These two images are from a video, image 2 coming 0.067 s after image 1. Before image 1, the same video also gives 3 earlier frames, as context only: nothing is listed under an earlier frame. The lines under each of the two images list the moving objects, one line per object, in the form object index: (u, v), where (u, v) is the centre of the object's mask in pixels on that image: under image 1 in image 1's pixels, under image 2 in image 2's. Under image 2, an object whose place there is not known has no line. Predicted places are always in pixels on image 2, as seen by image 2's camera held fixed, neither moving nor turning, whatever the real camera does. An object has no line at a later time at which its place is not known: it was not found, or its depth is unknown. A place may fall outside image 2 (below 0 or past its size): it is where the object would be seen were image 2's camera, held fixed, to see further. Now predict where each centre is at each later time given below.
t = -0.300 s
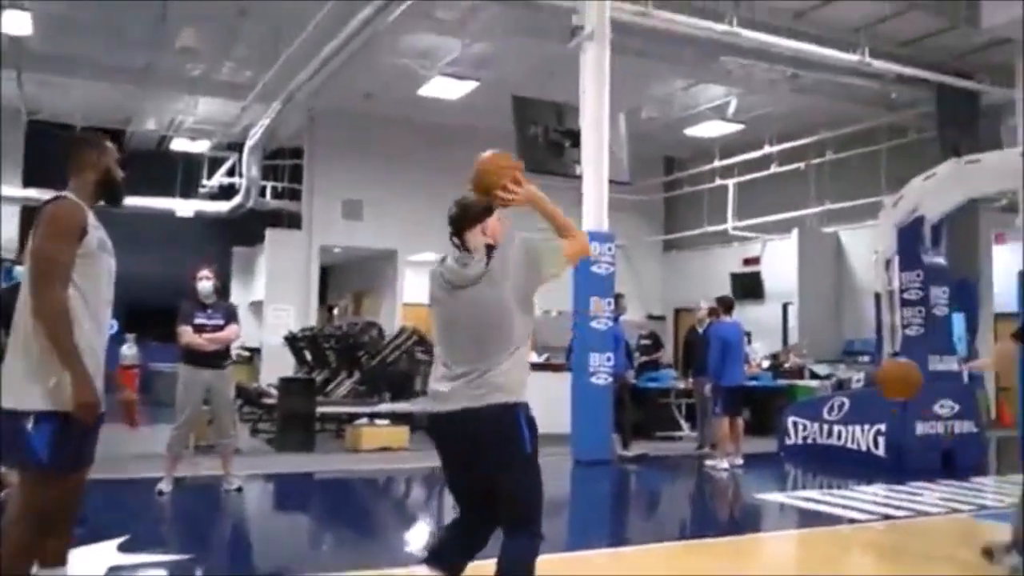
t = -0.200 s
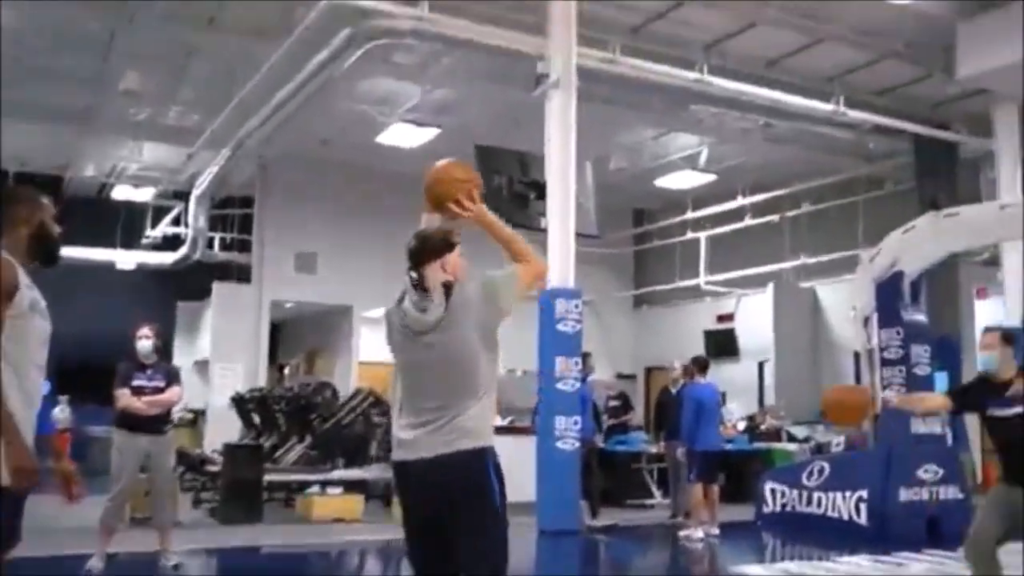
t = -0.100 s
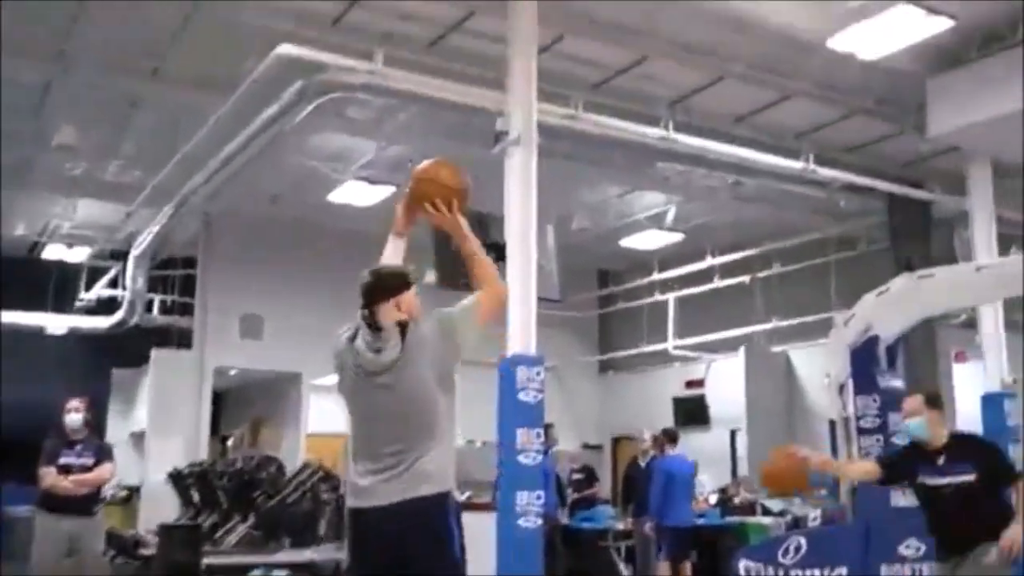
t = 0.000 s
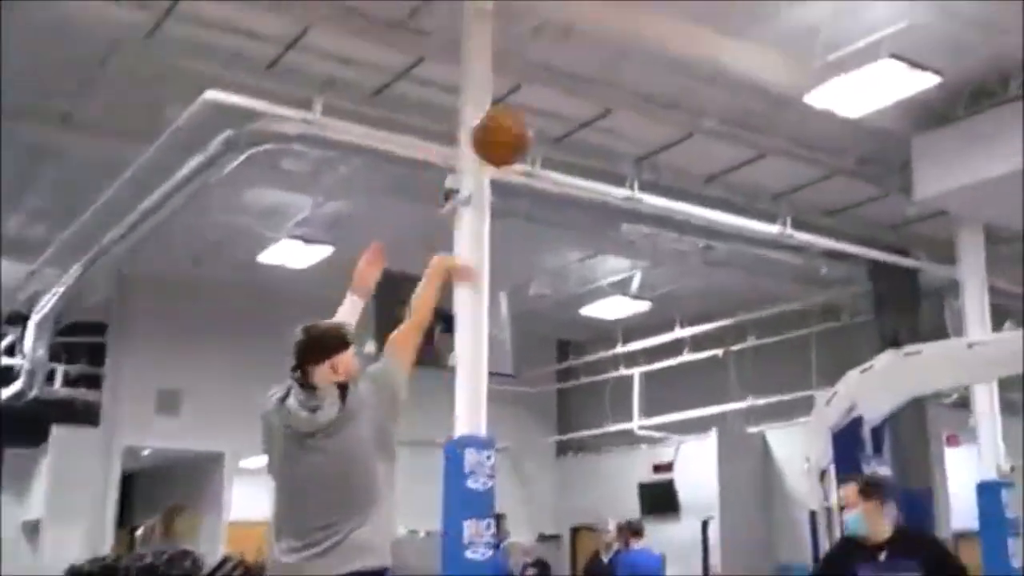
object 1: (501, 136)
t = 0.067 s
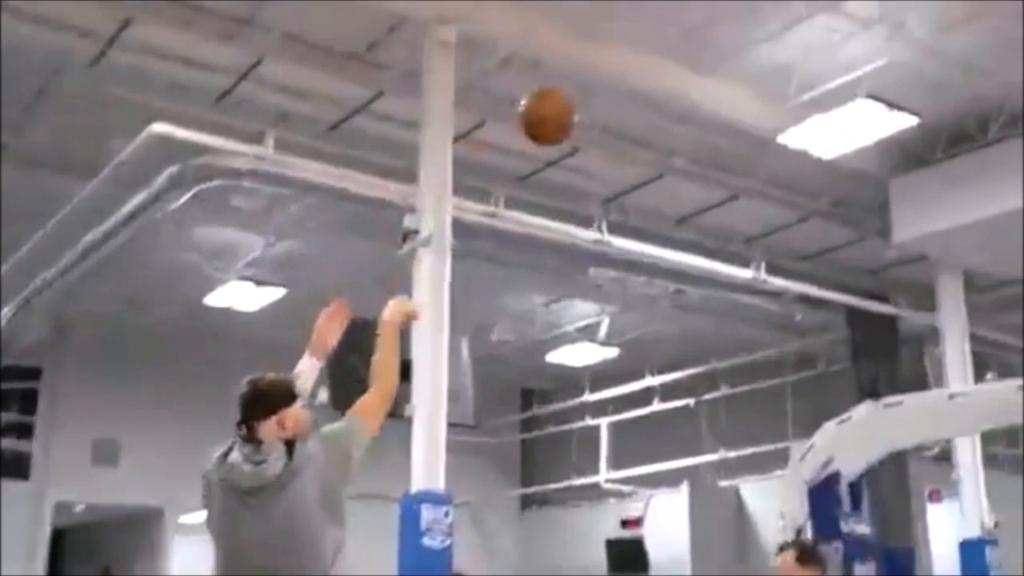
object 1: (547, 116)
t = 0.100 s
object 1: (583, 95)
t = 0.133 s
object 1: (618, 73)
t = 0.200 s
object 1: (678, 44)
